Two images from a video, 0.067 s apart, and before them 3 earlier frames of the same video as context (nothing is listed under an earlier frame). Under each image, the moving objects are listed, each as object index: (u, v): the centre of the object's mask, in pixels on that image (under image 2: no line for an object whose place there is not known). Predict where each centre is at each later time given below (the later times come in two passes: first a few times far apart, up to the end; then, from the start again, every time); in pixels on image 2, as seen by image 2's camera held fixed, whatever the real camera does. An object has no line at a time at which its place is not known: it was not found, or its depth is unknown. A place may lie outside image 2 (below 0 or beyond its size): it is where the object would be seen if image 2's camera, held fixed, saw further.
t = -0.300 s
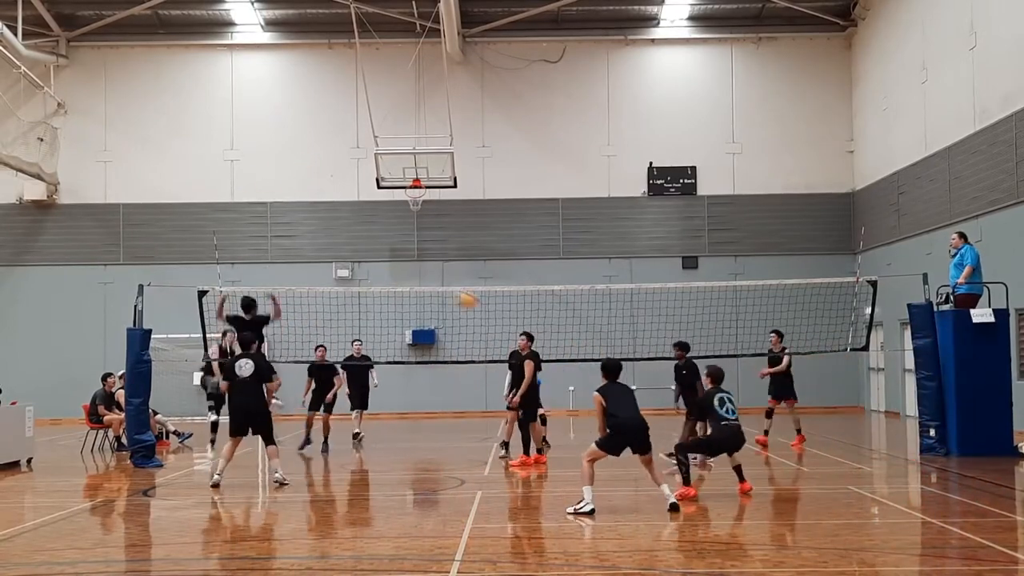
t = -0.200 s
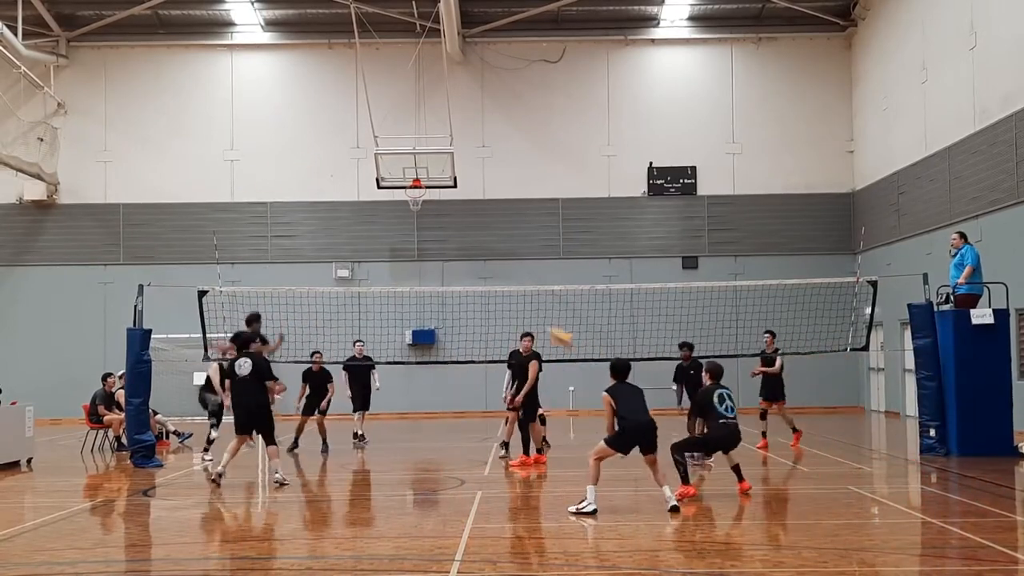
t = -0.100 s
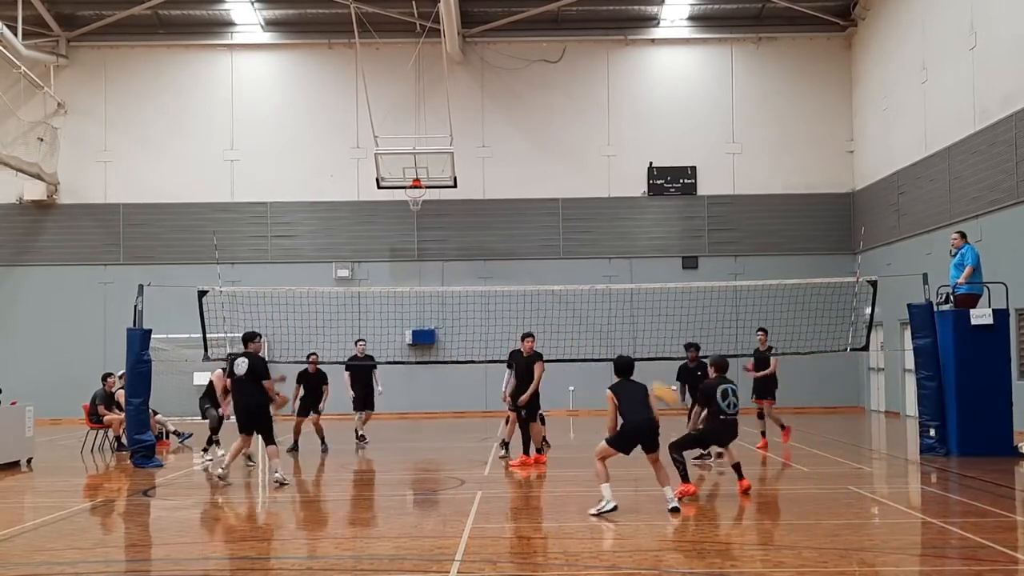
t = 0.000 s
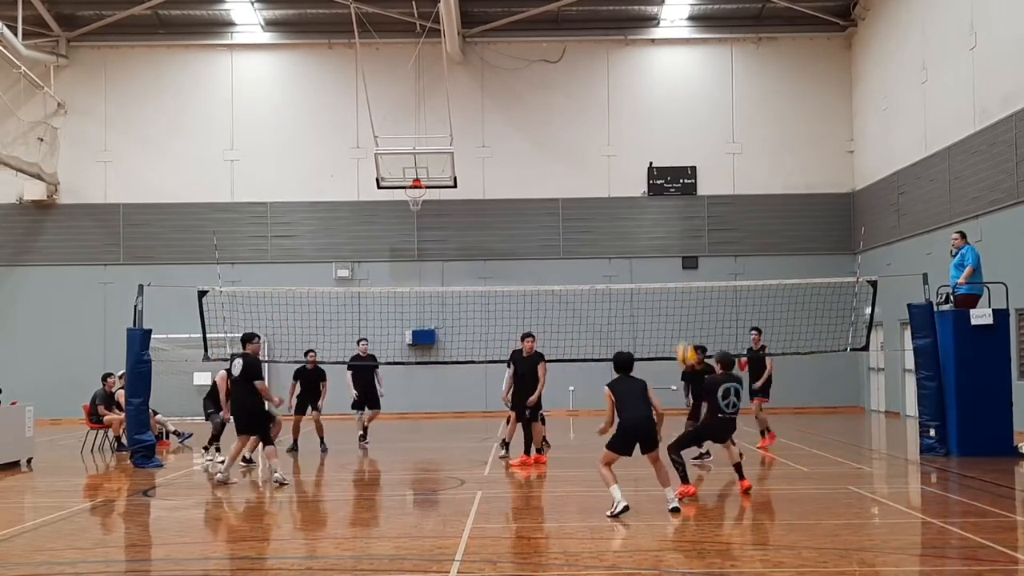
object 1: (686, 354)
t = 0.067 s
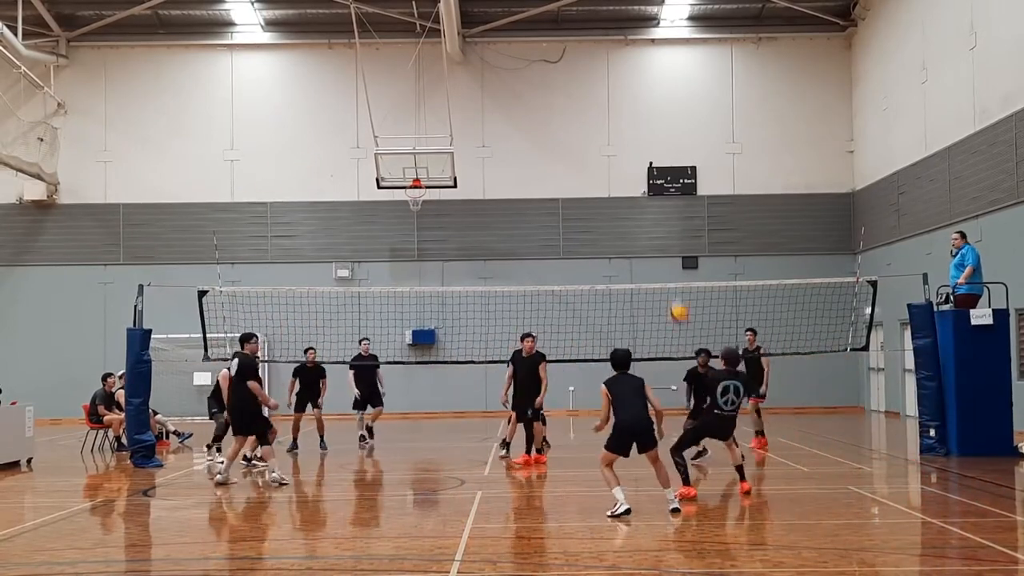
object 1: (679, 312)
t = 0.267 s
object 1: (660, 208)
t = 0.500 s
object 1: (644, 139)
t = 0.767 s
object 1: (631, 116)
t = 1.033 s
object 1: (621, 152)
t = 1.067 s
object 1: (620, 160)
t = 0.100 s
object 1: (675, 292)
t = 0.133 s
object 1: (671, 272)
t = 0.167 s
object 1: (668, 253)
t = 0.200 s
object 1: (666, 235)
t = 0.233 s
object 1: (662, 222)
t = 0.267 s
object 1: (660, 208)
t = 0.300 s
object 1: (657, 194)
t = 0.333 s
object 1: (655, 183)
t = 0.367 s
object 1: (652, 171)
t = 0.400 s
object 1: (650, 163)
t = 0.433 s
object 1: (648, 154)
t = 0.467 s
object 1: (646, 145)
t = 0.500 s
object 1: (644, 139)
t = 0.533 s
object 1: (642, 132)
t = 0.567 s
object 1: (640, 128)
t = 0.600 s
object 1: (639, 123)
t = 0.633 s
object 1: (637, 120)
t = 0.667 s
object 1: (635, 118)
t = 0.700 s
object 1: (634, 117)
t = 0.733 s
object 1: (633, 116)
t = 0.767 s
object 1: (631, 116)
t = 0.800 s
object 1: (630, 118)
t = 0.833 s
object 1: (629, 120)
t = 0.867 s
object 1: (627, 123)
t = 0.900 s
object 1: (626, 127)
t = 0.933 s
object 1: (624, 132)
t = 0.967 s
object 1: (623, 137)
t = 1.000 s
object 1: (622, 144)
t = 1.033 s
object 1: (621, 152)
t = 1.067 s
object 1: (620, 160)
